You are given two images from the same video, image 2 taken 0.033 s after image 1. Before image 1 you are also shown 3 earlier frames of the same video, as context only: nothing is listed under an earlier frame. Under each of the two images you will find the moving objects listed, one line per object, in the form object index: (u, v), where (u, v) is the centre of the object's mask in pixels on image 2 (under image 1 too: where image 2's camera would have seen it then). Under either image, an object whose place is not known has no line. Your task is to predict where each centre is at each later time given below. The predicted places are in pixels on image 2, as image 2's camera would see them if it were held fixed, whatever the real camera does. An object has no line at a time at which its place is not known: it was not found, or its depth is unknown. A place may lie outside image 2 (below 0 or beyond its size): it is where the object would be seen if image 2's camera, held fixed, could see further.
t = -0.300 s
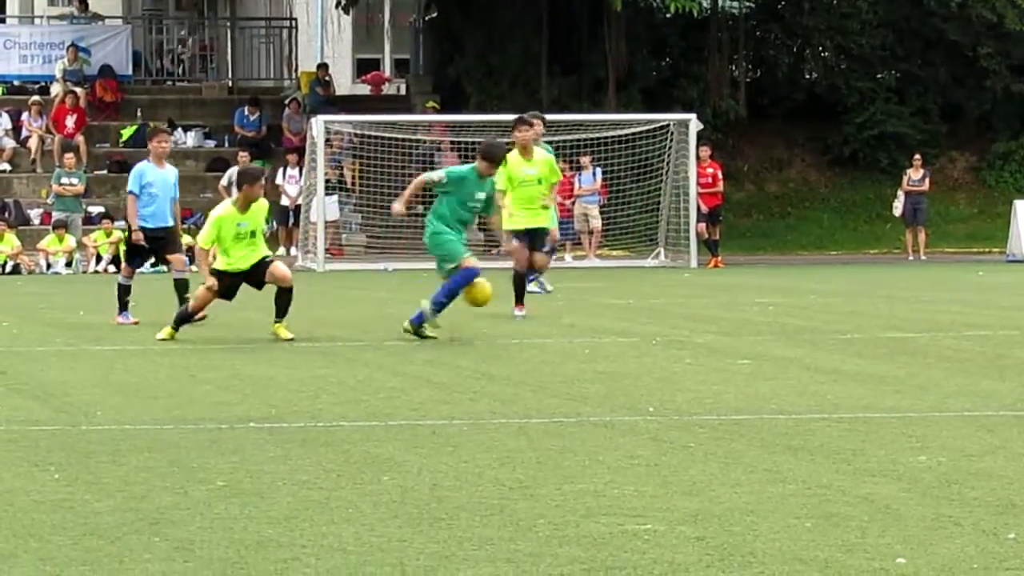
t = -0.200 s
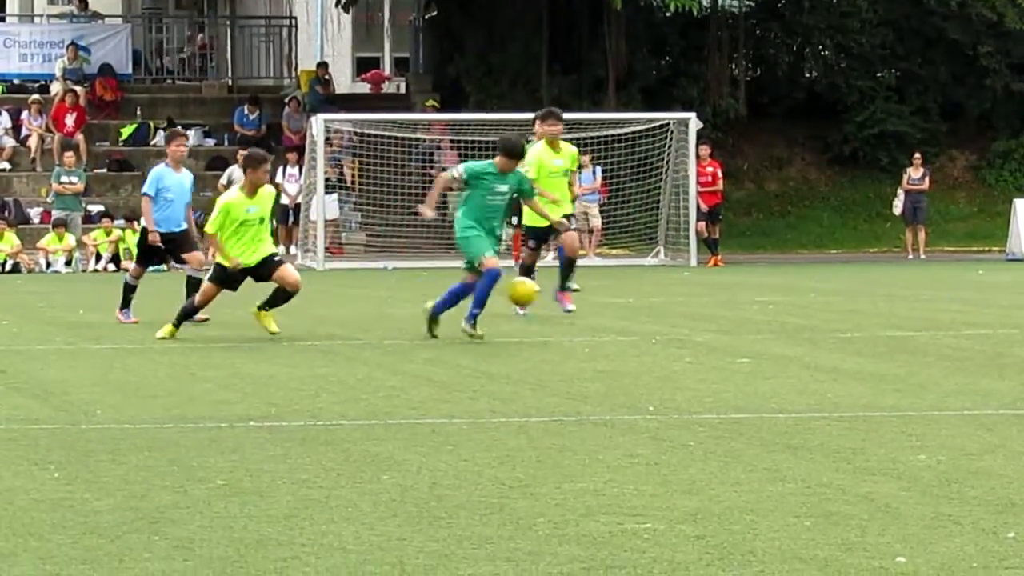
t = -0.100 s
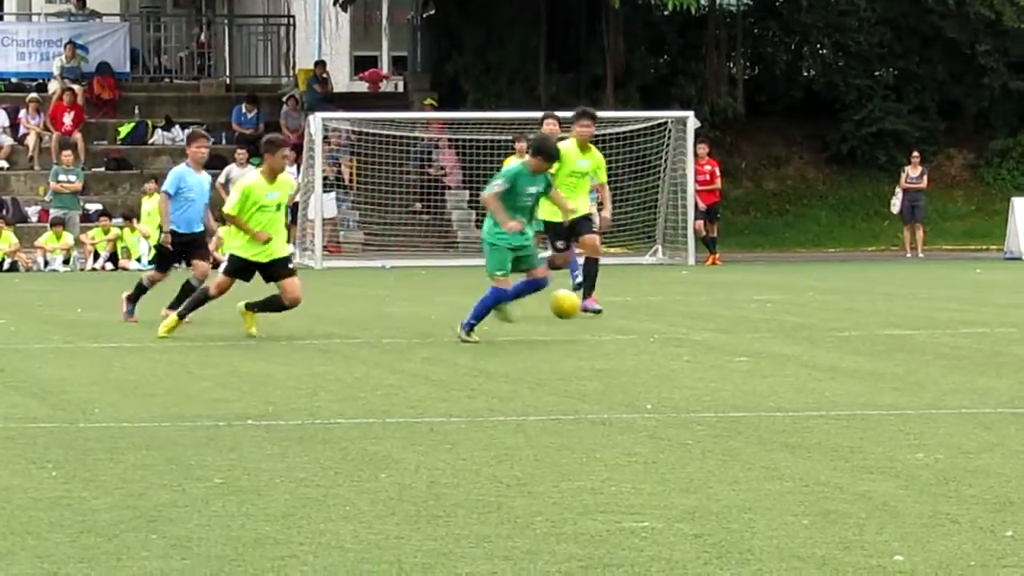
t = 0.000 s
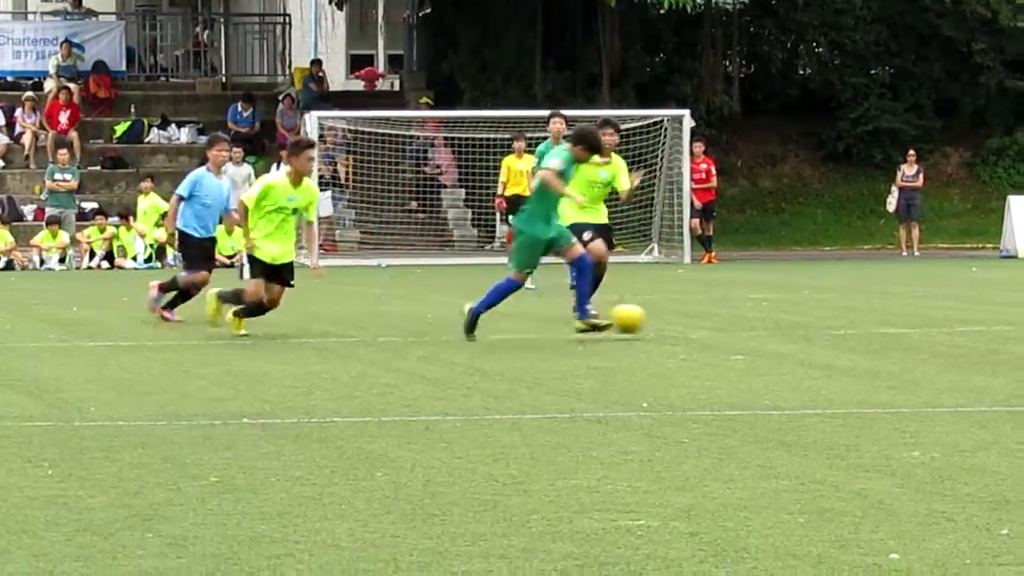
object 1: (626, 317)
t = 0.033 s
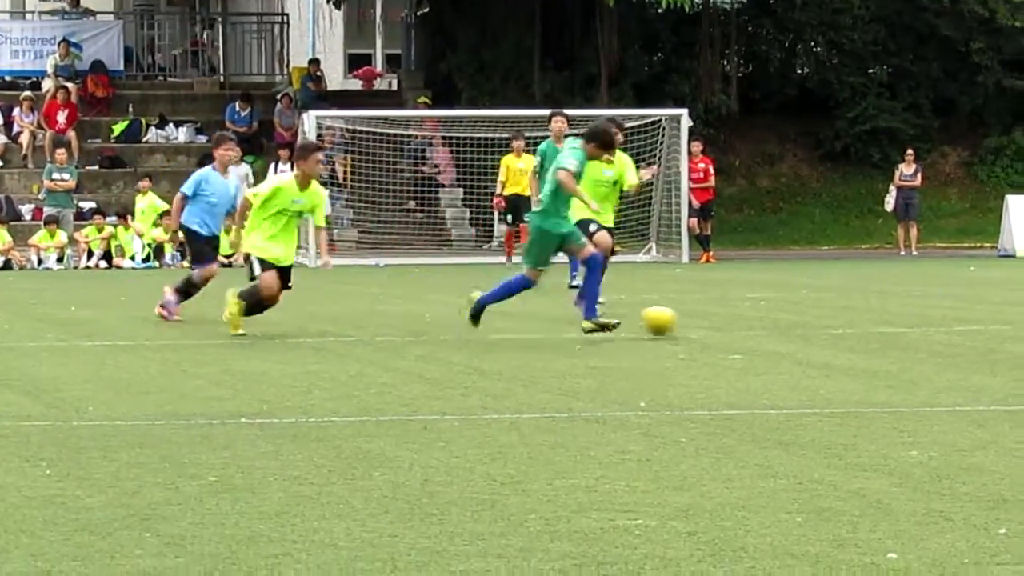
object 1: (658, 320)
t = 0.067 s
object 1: (690, 324)
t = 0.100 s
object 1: (720, 322)
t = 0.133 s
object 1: (748, 322)
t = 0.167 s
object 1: (778, 324)
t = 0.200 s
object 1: (807, 325)
